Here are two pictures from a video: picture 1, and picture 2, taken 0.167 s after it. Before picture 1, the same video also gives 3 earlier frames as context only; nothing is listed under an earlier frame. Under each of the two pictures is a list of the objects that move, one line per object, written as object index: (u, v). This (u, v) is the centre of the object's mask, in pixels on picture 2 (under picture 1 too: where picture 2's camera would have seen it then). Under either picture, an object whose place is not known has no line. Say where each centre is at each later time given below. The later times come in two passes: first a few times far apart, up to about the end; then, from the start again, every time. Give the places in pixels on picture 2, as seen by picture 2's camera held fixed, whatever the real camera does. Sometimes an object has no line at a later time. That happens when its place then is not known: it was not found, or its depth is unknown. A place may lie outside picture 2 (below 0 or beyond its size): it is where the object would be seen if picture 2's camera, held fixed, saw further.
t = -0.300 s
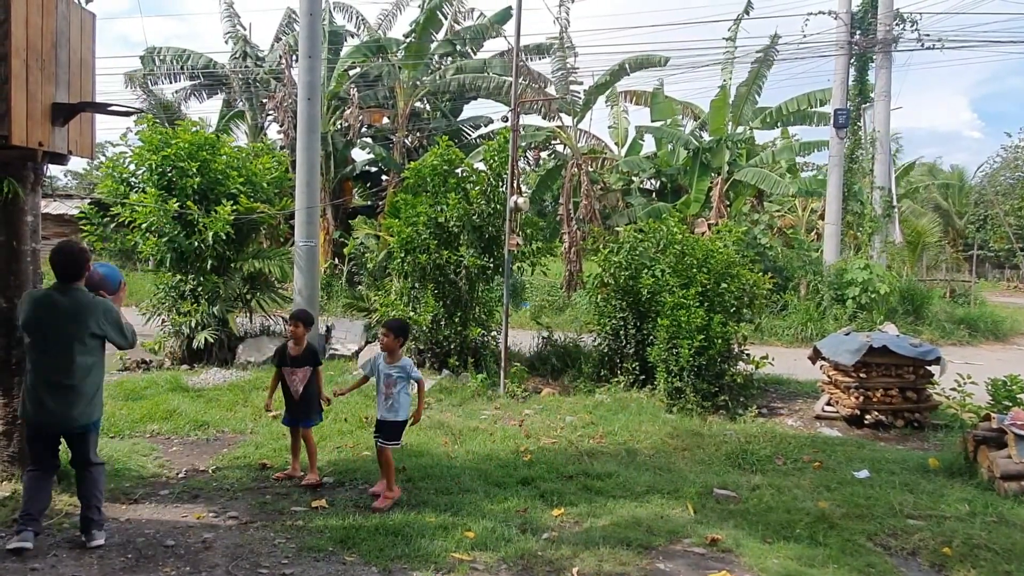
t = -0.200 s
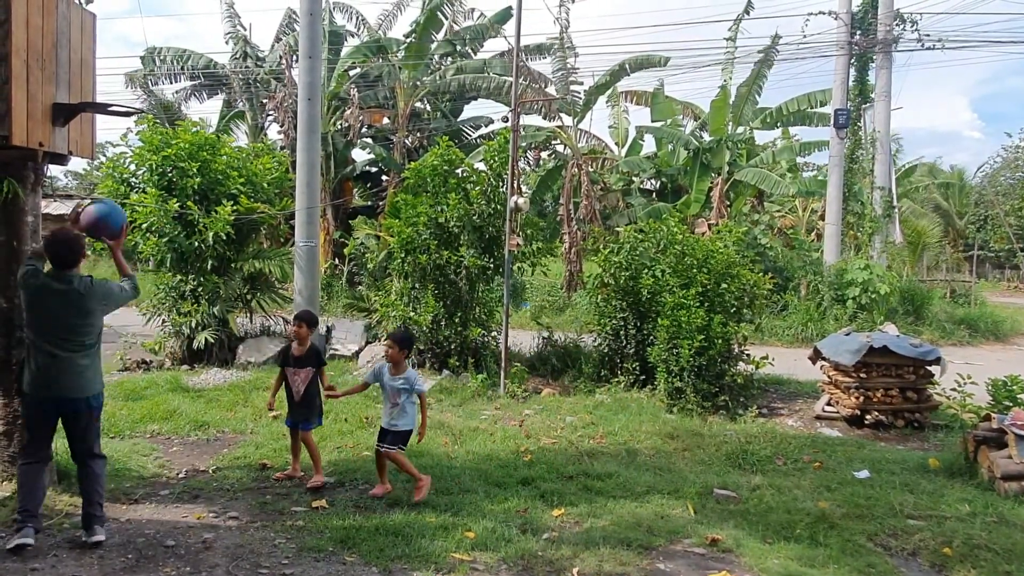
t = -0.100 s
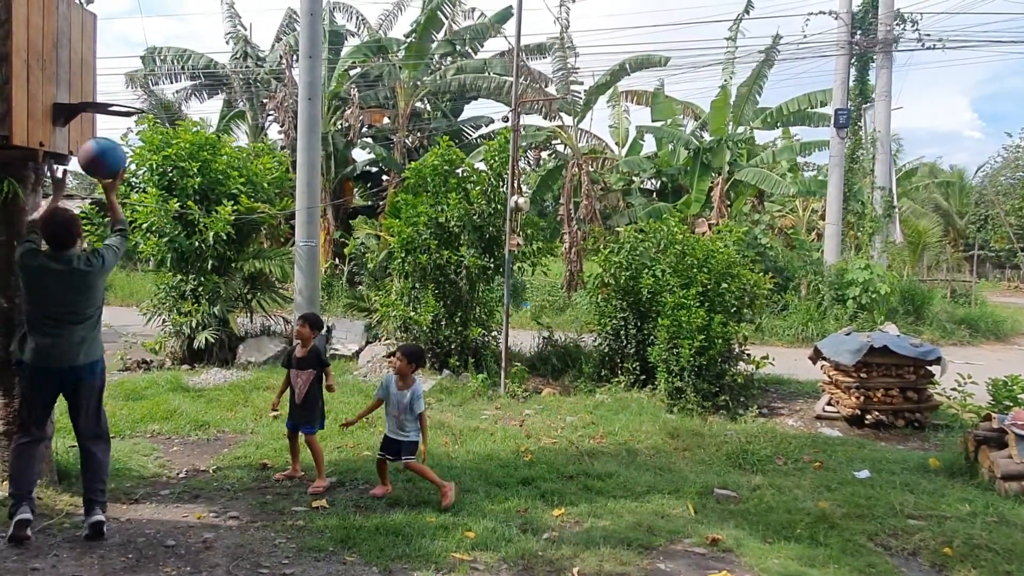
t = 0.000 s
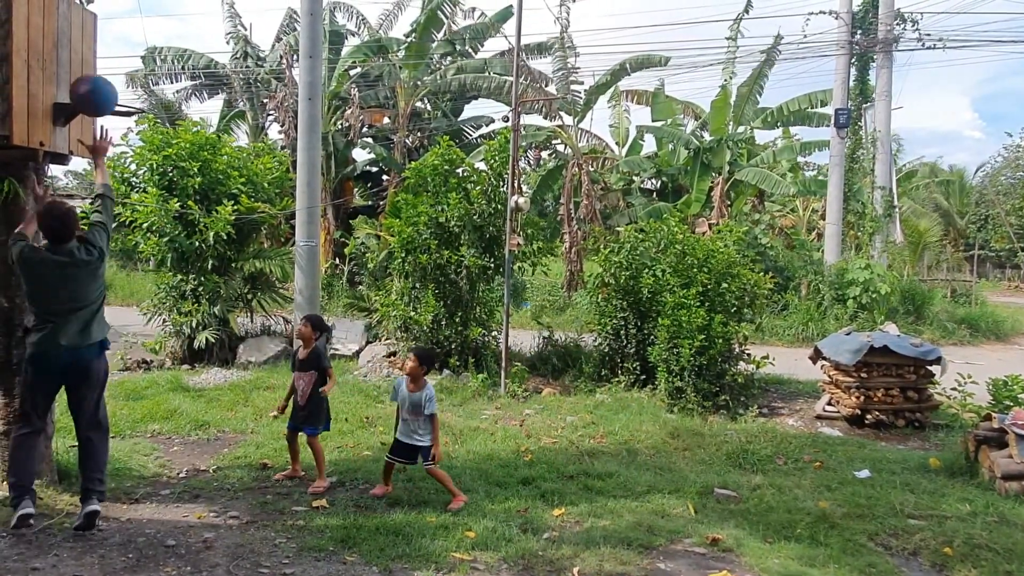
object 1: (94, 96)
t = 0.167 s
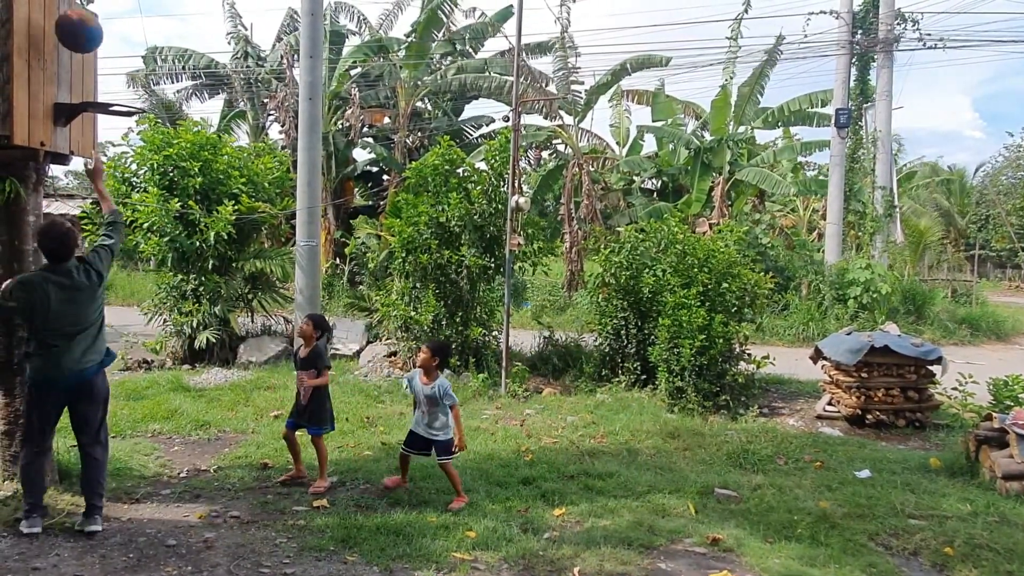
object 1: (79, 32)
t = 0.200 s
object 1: (76, 24)
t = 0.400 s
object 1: (77, 28)
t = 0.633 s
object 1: (116, 89)
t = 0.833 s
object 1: (131, 87)
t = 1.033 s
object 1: (141, 96)
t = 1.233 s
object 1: (157, 133)
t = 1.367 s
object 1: (168, 189)
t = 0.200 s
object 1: (76, 24)
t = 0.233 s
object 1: (73, 20)
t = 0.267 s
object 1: (70, 18)
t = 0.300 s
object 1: (65, 18)
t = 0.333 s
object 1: (66, 19)
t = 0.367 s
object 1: (71, 22)
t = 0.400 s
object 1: (77, 28)
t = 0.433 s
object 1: (81, 36)
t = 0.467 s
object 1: (86, 46)
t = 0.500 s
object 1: (91, 57)
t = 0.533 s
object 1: (95, 70)
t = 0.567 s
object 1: (100, 85)
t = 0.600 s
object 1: (107, 89)
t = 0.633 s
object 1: (116, 89)
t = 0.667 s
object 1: (125, 92)
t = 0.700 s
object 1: (129, 92)
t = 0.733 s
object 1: (129, 90)
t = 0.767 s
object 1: (130, 87)
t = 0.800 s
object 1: (130, 86)
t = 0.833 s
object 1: (131, 87)
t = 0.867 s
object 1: (132, 89)
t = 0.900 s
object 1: (133, 92)
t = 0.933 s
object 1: (135, 91)
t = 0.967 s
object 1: (137, 91)
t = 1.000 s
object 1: (139, 93)
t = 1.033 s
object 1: (141, 96)
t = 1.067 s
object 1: (144, 98)
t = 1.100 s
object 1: (147, 102)
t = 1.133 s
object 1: (149, 107)
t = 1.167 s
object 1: (152, 114)
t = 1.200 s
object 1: (155, 123)
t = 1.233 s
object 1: (157, 133)
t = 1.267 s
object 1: (160, 145)
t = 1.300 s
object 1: (163, 158)
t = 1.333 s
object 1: (166, 173)
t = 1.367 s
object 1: (168, 189)
